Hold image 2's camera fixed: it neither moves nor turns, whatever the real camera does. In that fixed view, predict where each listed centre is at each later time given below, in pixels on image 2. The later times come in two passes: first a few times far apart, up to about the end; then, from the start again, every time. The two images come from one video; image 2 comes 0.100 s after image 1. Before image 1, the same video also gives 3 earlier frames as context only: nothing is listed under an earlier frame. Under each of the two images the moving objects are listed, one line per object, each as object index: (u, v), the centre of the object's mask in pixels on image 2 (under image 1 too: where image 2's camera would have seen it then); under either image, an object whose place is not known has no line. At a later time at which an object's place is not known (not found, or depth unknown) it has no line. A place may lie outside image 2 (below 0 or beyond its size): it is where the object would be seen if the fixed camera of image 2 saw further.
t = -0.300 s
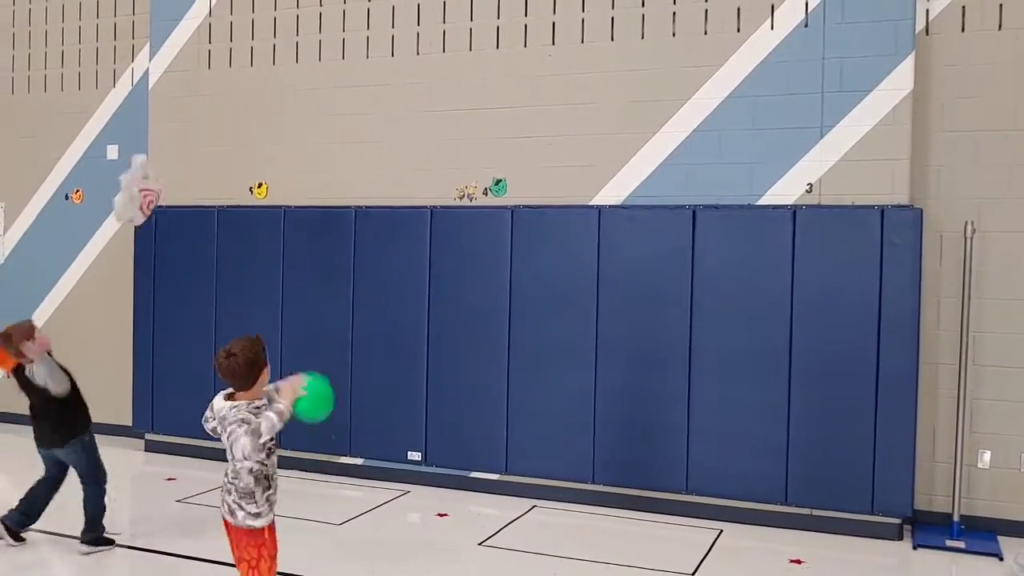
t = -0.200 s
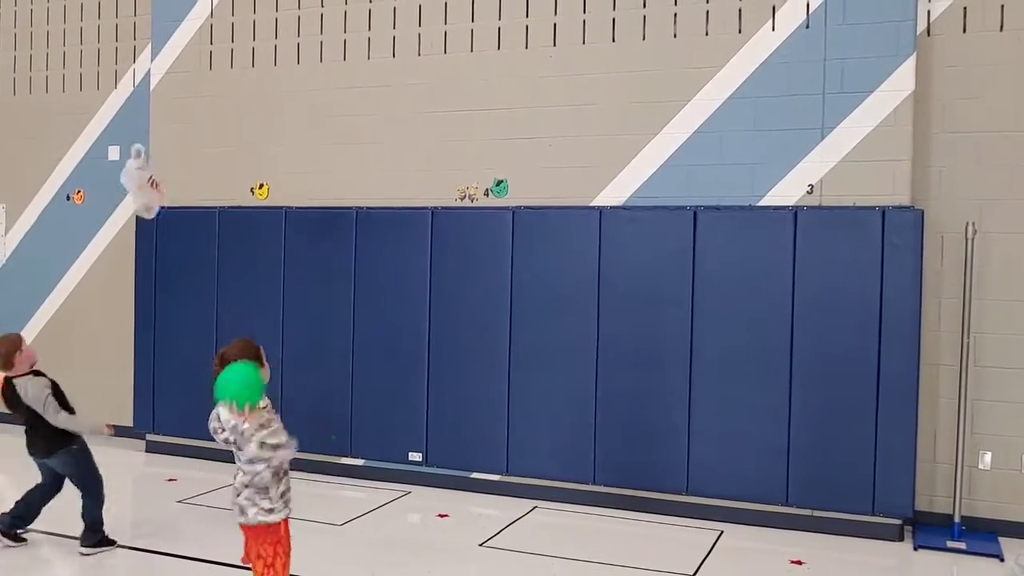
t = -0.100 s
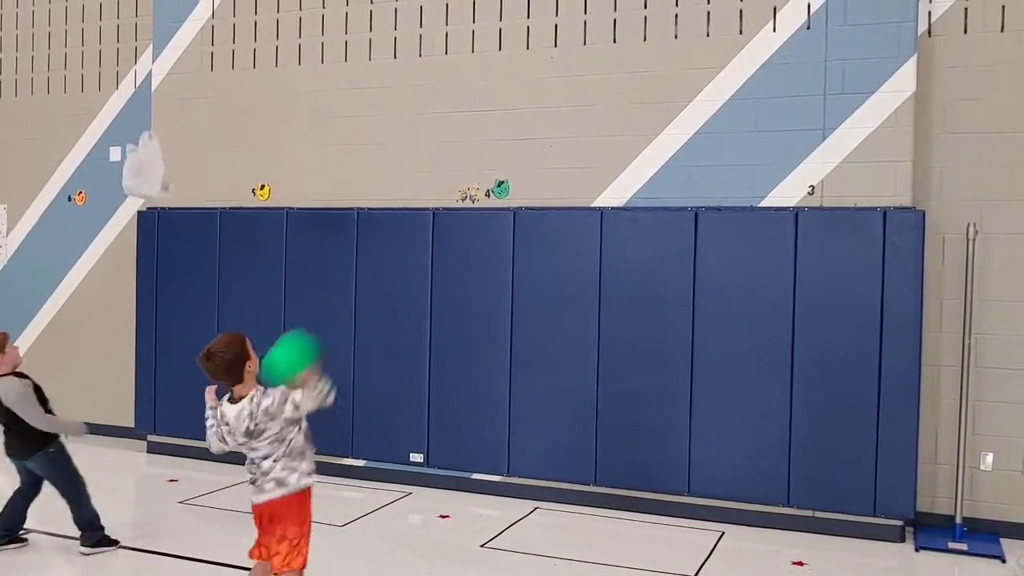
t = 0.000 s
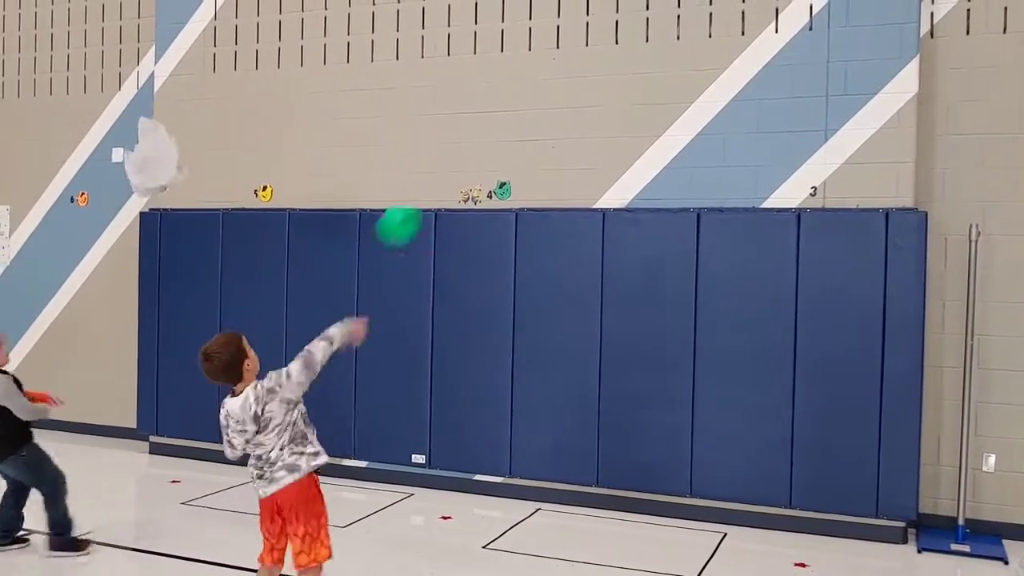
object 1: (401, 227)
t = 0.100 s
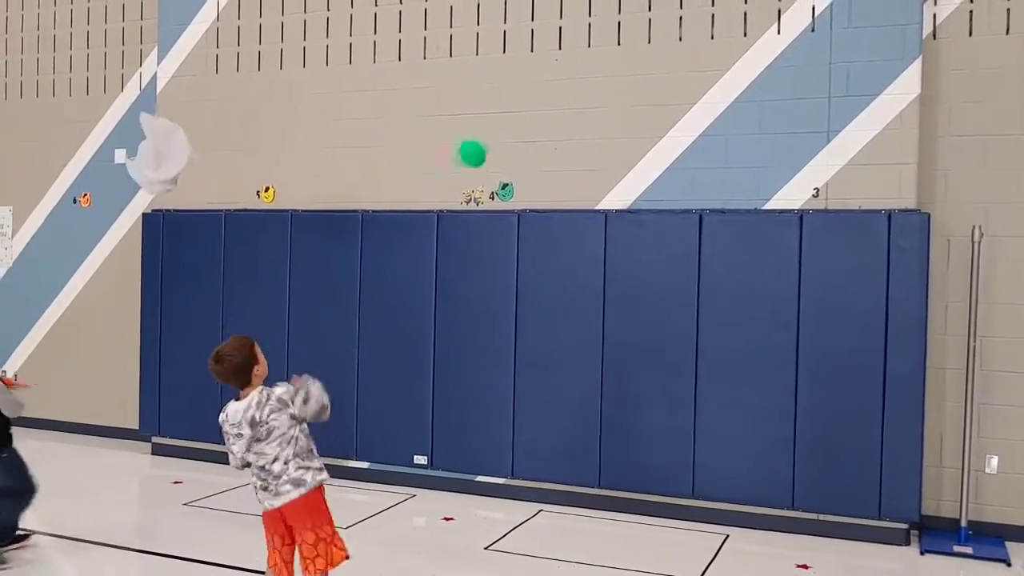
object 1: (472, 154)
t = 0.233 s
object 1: (527, 111)
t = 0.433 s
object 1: (470, 101)
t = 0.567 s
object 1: (401, 133)
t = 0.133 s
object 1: (488, 139)
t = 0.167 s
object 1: (502, 127)
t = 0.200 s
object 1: (515, 118)
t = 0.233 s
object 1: (527, 111)
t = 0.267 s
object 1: (538, 107)
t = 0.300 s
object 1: (528, 103)
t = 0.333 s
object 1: (514, 100)
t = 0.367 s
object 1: (501, 98)
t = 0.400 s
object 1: (486, 99)
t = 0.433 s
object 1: (470, 101)
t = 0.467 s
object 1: (454, 106)
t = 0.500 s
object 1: (438, 112)
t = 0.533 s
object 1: (420, 121)
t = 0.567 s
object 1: (401, 133)
